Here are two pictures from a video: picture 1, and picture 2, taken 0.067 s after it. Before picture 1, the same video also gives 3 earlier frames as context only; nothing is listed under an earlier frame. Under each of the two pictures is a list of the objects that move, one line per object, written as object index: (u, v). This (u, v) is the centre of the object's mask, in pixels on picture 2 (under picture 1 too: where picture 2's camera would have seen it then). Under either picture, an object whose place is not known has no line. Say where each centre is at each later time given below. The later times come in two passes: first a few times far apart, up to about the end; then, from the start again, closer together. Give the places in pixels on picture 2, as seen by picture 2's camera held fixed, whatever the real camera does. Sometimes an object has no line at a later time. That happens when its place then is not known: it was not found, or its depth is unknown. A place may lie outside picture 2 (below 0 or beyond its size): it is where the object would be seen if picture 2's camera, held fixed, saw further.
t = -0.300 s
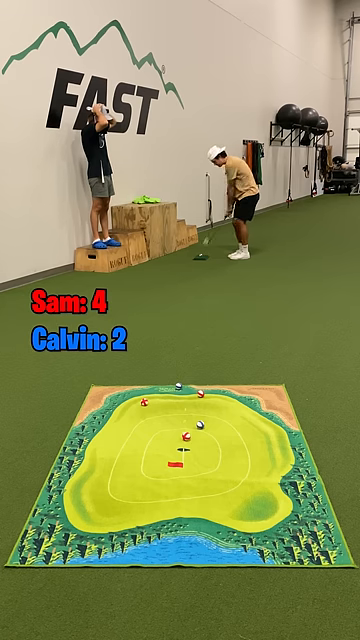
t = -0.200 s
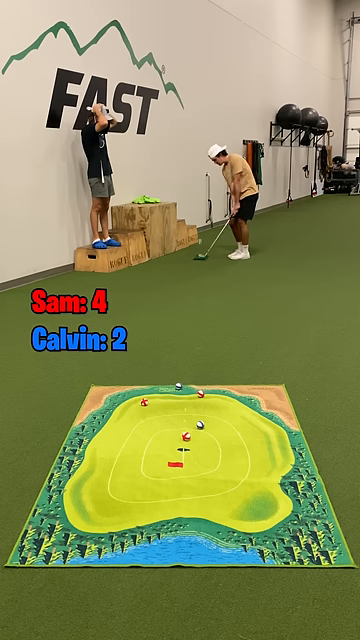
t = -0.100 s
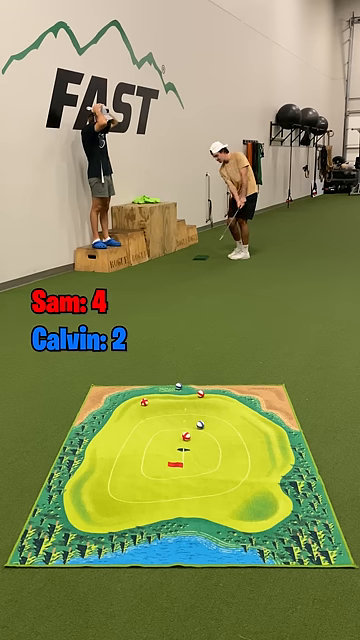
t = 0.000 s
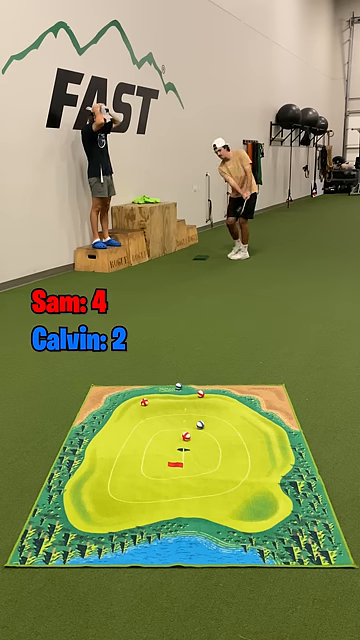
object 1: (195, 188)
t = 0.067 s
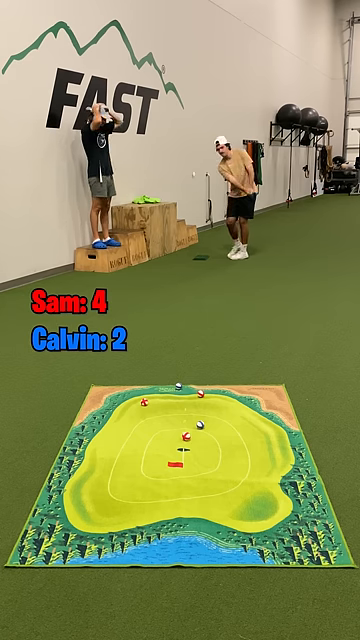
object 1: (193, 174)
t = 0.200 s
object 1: (188, 153)
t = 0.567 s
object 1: (169, 194)
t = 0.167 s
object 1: (190, 157)
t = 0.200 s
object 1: (188, 153)
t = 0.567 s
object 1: (169, 194)
